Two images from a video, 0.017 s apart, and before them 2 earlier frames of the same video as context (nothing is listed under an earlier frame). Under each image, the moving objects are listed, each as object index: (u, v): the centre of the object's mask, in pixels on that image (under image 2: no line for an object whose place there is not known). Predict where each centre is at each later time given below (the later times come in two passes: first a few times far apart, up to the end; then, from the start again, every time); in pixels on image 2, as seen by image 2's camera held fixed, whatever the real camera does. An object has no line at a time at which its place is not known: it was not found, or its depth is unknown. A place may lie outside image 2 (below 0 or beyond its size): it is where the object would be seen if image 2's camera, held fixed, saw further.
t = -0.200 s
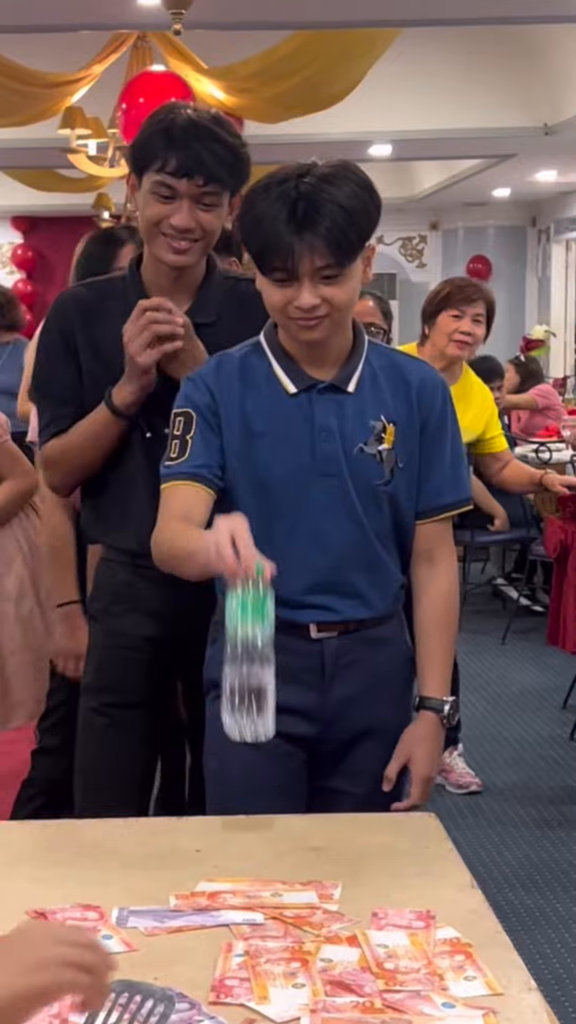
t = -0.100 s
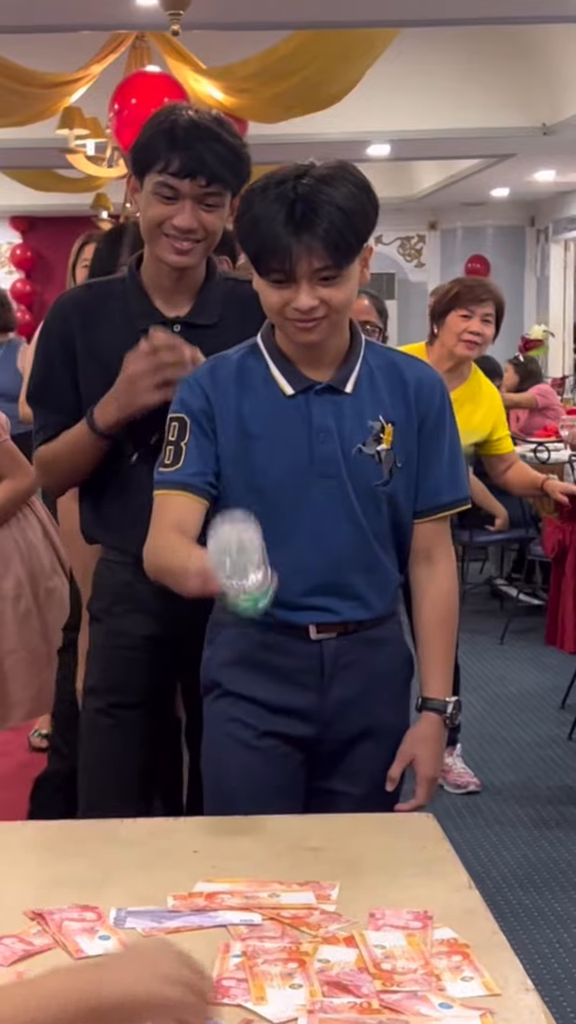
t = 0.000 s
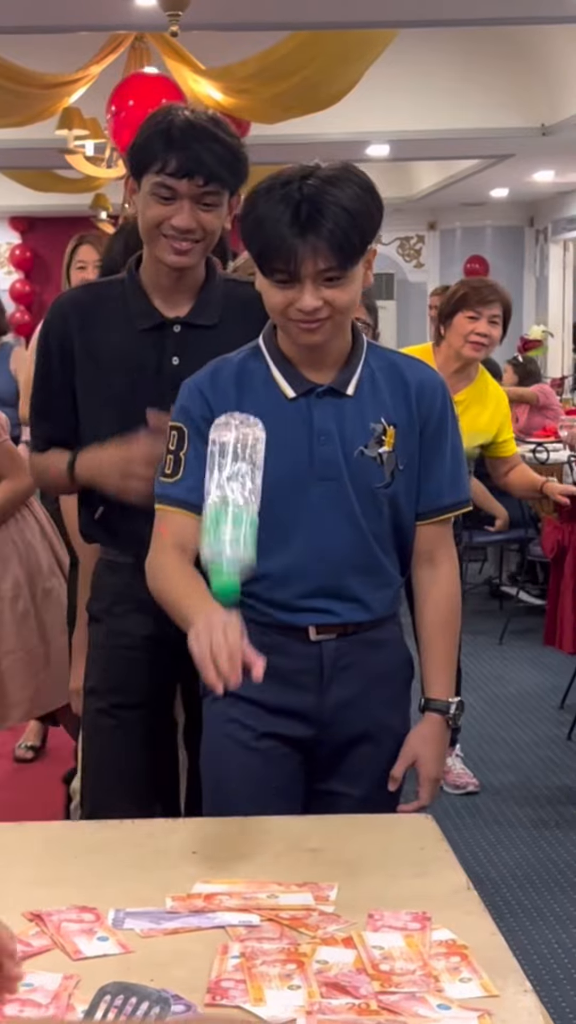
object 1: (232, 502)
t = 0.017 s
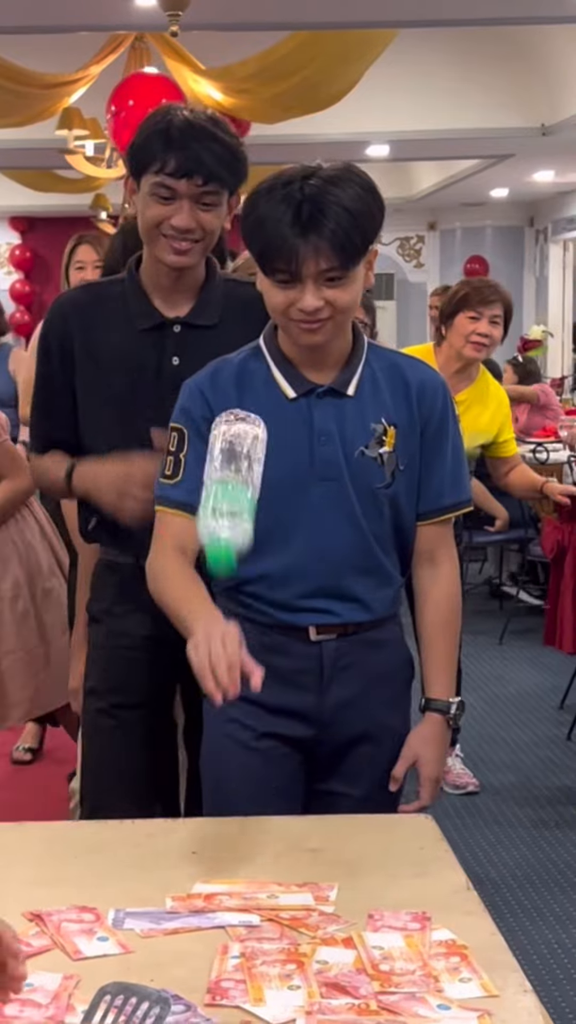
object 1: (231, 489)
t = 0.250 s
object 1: (231, 646)
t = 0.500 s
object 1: (236, 843)
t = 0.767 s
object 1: (234, 843)
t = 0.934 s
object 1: (236, 851)
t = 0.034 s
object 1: (230, 479)
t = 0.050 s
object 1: (230, 472)
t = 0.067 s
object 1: (229, 469)
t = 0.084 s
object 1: (229, 471)
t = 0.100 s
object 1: (229, 477)
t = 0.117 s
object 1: (229, 485)
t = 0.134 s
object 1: (229, 497)
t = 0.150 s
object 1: (229, 511)
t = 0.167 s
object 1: (229, 527)
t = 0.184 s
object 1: (229, 546)
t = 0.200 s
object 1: (229, 566)
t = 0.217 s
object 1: (230, 590)
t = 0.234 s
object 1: (231, 617)
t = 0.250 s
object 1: (231, 646)
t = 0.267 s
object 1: (232, 682)
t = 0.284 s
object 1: (231, 717)
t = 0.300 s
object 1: (232, 755)
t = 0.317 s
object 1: (232, 788)
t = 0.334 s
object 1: (233, 834)
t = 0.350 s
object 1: (232, 839)
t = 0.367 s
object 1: (233, 841)
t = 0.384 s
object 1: (234, 842)
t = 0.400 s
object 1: (235, 843)
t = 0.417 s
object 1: (235, 843)
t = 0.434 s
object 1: (236, 843)
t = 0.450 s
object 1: (236, 843)
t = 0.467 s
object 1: (236, 843)
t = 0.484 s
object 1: (236, 843)
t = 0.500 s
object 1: (236, 843)
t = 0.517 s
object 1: (236, 843)
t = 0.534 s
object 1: (236, 843)
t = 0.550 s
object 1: (236, 843)
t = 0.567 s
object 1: (236, 843)
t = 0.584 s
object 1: (236, 843)
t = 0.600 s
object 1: (236, 843)
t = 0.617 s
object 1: (236, 843)
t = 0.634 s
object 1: (236, 842)
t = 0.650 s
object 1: (235, 842)
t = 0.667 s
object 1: (235, 843)
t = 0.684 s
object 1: (235, 843)
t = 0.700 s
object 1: (234, 843)
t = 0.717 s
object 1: (234, 843)
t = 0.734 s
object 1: (234, 843)
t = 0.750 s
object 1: (234, 843)
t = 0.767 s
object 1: (234, 843)
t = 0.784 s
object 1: (234, 843)
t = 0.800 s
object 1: (234, 843)
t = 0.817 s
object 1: (234, 842)
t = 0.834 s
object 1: (234, 842)
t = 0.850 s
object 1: (234, 842)
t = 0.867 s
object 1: (234, 842)
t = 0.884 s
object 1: (234, 842)
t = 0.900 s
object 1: (234, 842)
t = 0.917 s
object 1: (234, 843)
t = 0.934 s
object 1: (236, 851)
